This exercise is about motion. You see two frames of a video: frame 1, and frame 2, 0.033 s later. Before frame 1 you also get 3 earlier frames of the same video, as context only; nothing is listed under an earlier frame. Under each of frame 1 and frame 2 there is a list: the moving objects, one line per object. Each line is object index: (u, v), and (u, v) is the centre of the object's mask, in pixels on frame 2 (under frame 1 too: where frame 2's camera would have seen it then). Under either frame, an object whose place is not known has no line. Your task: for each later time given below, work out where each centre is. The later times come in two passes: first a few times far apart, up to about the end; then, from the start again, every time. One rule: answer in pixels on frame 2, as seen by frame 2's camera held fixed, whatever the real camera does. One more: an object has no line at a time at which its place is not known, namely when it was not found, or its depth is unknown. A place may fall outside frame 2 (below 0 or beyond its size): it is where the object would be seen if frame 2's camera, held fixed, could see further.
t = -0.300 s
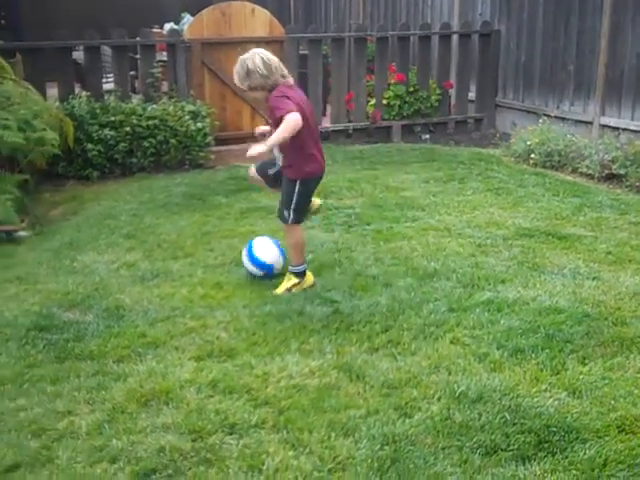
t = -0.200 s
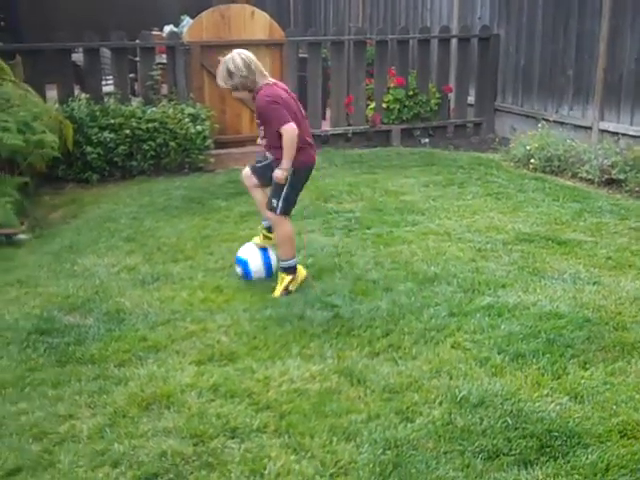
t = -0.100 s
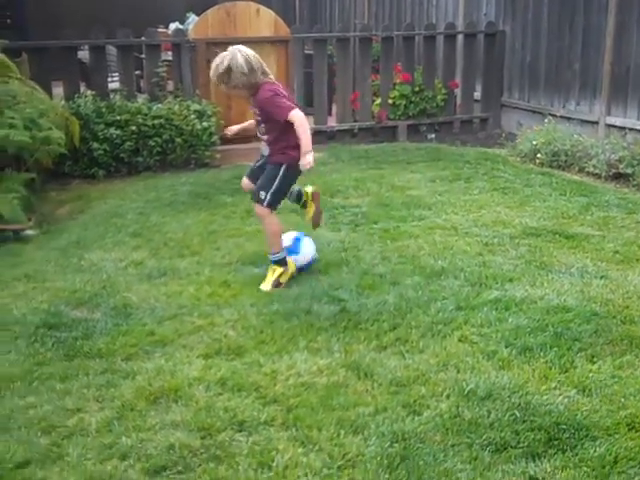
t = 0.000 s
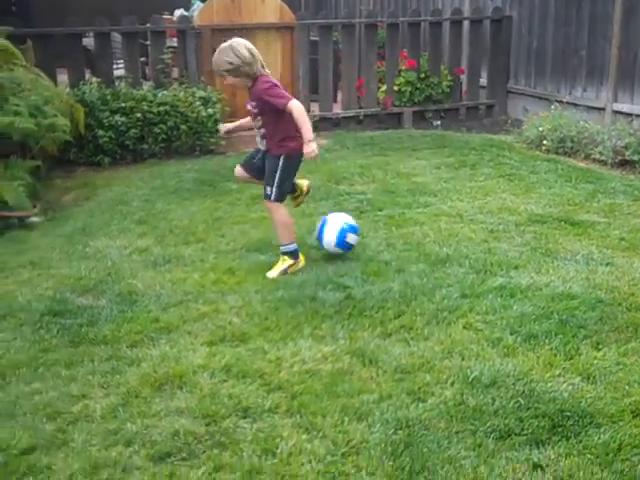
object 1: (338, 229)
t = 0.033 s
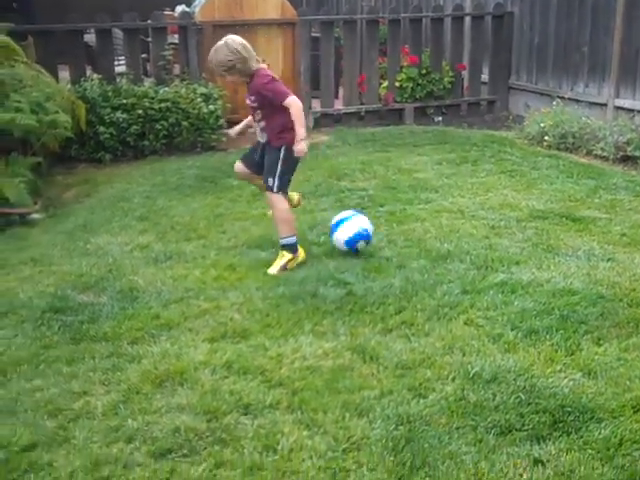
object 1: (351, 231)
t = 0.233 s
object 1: (426, 235)
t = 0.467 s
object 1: (504, 235)
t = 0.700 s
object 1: (567, 235)
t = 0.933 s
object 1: (617, 235)
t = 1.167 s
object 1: (663, 238)
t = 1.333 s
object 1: (687, 239)
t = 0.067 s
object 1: (364, 235)
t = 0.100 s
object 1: (377, 239)
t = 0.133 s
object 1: (390, 239)
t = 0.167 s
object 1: (402, 236)
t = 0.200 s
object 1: (414, 235)
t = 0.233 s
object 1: (426, 235)
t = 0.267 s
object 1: (438, 236)
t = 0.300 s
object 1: (449, 237)
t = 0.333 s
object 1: (461, 239)
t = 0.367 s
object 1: (472, 240)
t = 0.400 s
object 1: (483, 239)
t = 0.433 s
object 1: (493, 237)
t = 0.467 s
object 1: (504, 235)
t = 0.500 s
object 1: (513, 234)
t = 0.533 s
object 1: (524, 235)
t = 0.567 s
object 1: (533, 237)
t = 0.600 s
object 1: (542, 237)
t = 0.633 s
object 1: (550, 236)
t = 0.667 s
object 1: (558, 235)
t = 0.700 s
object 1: (567, 235)
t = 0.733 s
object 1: (574, 235)
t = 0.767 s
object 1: (581, 234)
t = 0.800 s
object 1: (589, 235)
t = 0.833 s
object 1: (596, 236)
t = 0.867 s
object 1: (604, 236)
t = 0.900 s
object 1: (611, 235)
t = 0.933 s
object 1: (617, 235)
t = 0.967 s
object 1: (624, 235)
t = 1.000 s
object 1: (631, 236)
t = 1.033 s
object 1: (637, 237)
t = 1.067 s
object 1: (644, 238)
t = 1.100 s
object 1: (650, 238)
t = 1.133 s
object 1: (656, 238)
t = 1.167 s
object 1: (663, 238)
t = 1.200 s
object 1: (668, 238)
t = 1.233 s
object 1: (674, 239)
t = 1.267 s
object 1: (679, 239)
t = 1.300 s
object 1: (683, 239)
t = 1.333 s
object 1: (687, 239)
